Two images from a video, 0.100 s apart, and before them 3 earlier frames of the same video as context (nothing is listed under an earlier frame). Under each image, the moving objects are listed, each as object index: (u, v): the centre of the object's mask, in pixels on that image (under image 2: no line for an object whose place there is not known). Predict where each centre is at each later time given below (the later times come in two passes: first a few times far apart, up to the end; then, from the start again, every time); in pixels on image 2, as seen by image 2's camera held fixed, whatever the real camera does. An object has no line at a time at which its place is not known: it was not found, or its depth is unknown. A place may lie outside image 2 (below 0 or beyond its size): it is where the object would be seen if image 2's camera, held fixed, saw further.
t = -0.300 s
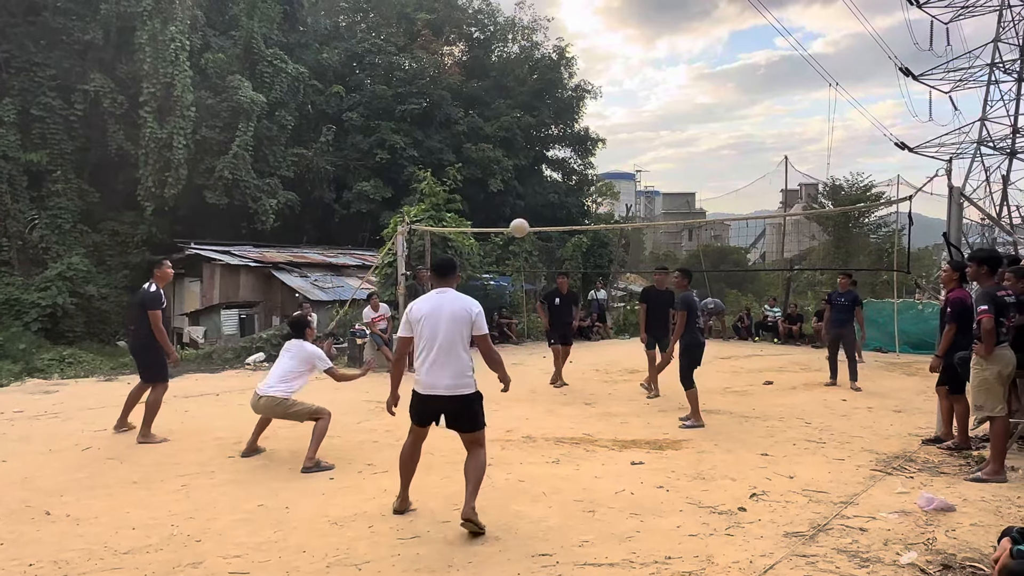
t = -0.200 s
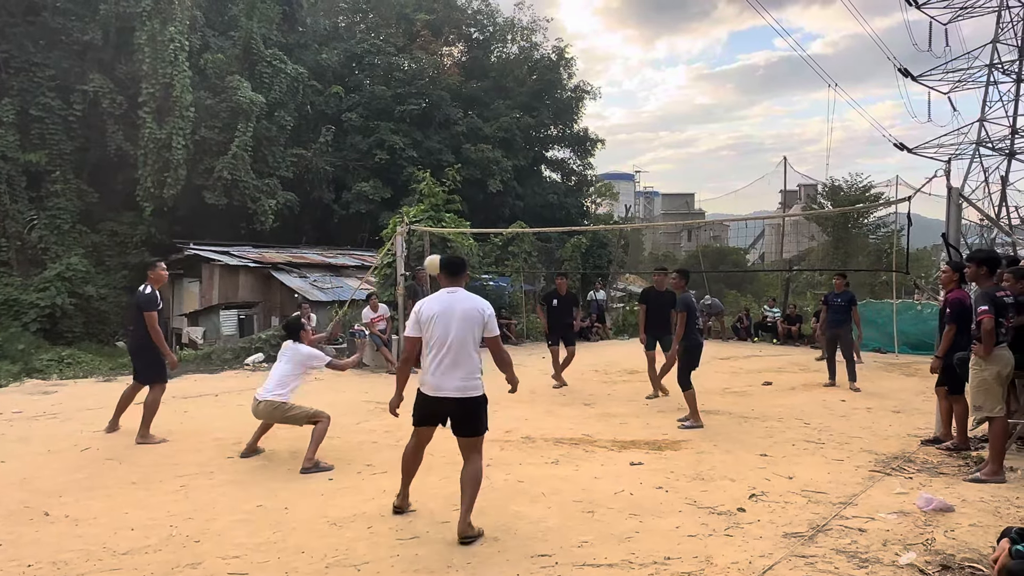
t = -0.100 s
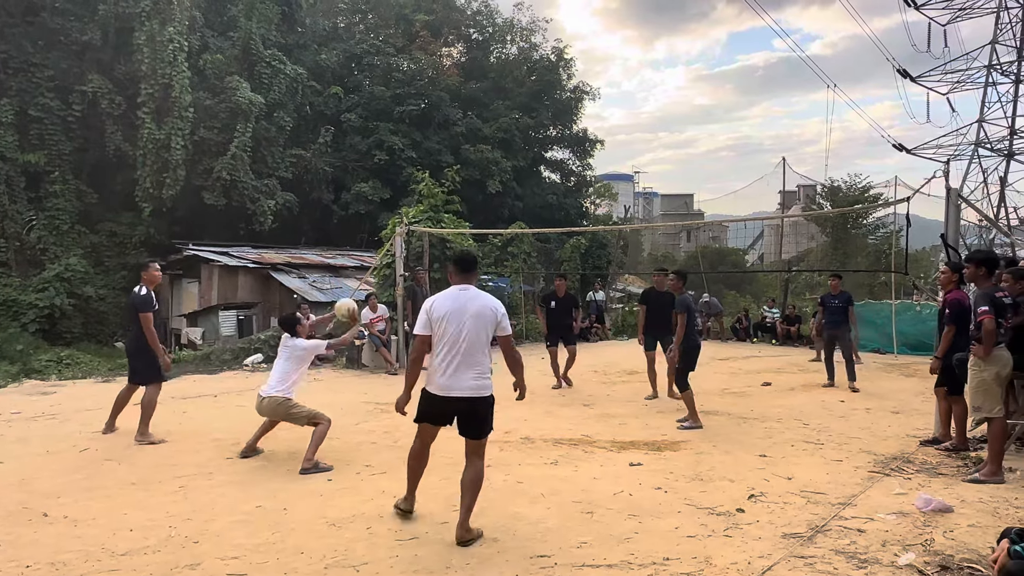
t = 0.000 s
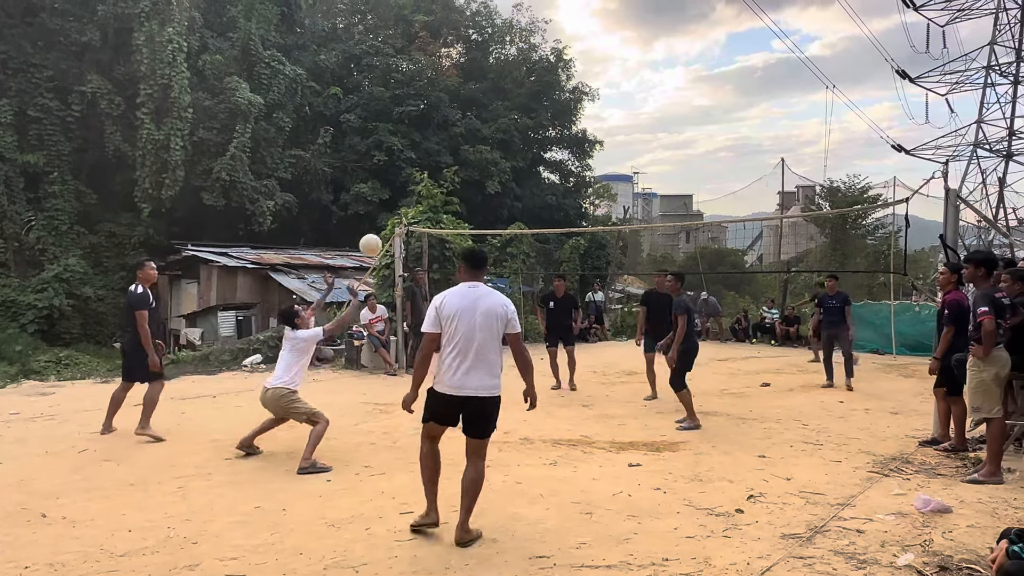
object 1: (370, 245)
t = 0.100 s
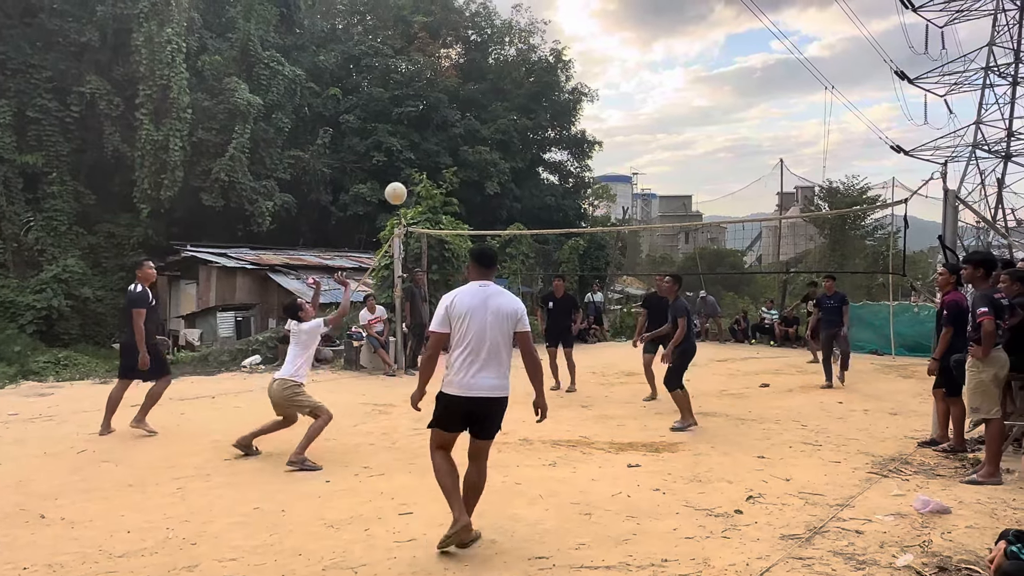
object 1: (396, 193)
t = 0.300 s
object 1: (443, 125)
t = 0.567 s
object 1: (502, 101)
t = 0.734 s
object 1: (535, 119)
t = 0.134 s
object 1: (404, 179)
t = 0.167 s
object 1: (412, 165)
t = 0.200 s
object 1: (420, 154)
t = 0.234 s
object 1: (428, 143)
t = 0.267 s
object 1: (436, 134)
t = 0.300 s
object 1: (443, 125)
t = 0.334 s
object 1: (451, 118)
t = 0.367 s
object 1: (458, 113)
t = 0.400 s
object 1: (466, 108)
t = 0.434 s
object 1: (473, 104)
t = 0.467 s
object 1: (481, 102)
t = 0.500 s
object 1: (488, 101)
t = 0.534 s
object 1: (495, 101)
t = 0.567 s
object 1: (502, 101)
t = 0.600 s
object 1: (509, 103)
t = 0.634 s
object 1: (515, 105)
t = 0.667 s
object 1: (522, 109)
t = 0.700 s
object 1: (528, 114)
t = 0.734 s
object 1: (535, 119)
